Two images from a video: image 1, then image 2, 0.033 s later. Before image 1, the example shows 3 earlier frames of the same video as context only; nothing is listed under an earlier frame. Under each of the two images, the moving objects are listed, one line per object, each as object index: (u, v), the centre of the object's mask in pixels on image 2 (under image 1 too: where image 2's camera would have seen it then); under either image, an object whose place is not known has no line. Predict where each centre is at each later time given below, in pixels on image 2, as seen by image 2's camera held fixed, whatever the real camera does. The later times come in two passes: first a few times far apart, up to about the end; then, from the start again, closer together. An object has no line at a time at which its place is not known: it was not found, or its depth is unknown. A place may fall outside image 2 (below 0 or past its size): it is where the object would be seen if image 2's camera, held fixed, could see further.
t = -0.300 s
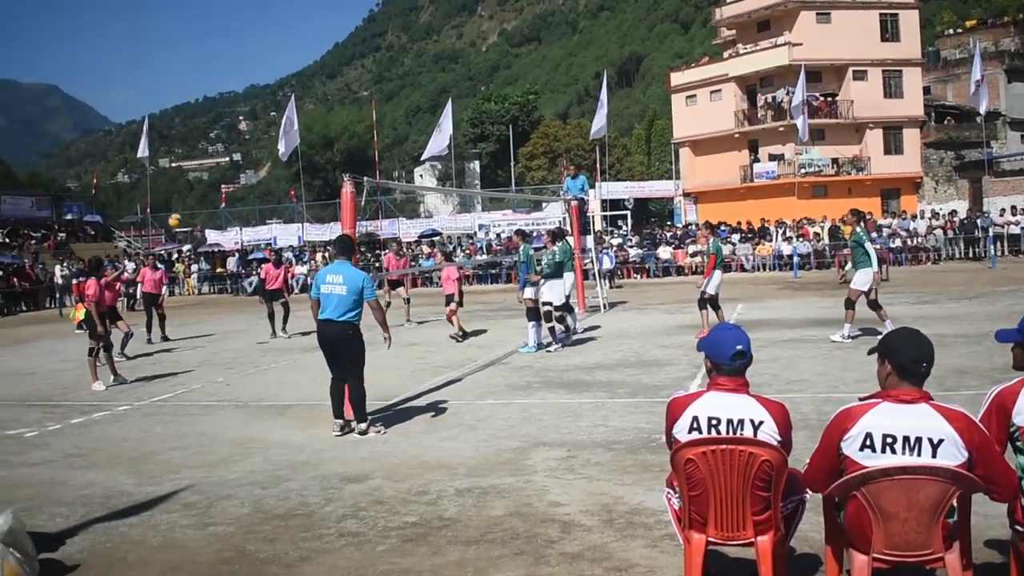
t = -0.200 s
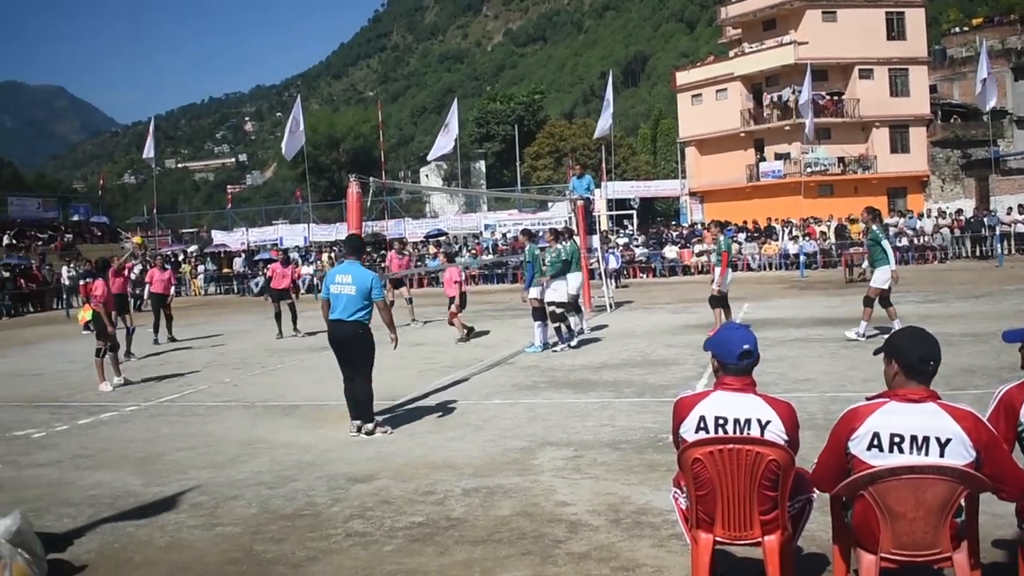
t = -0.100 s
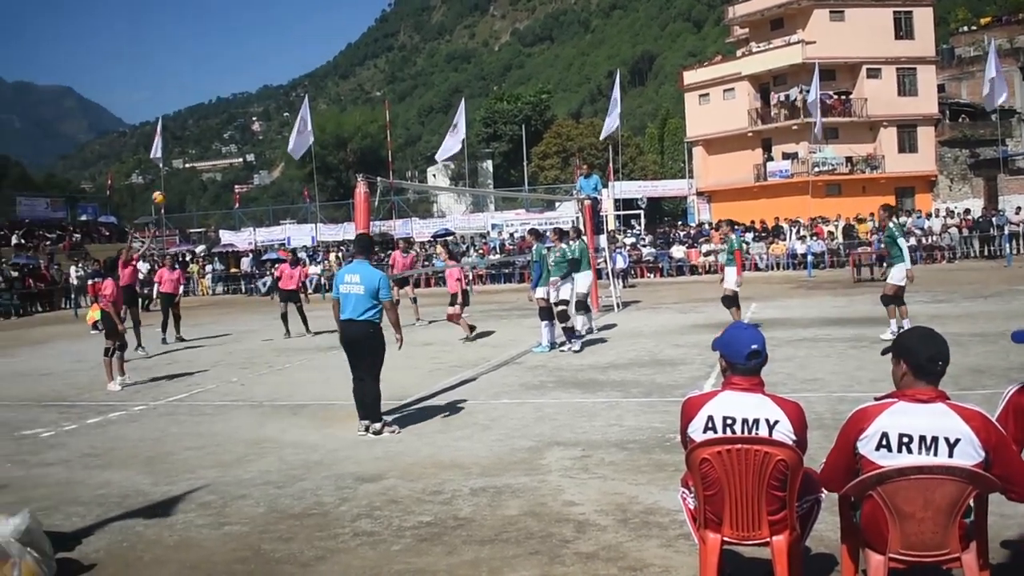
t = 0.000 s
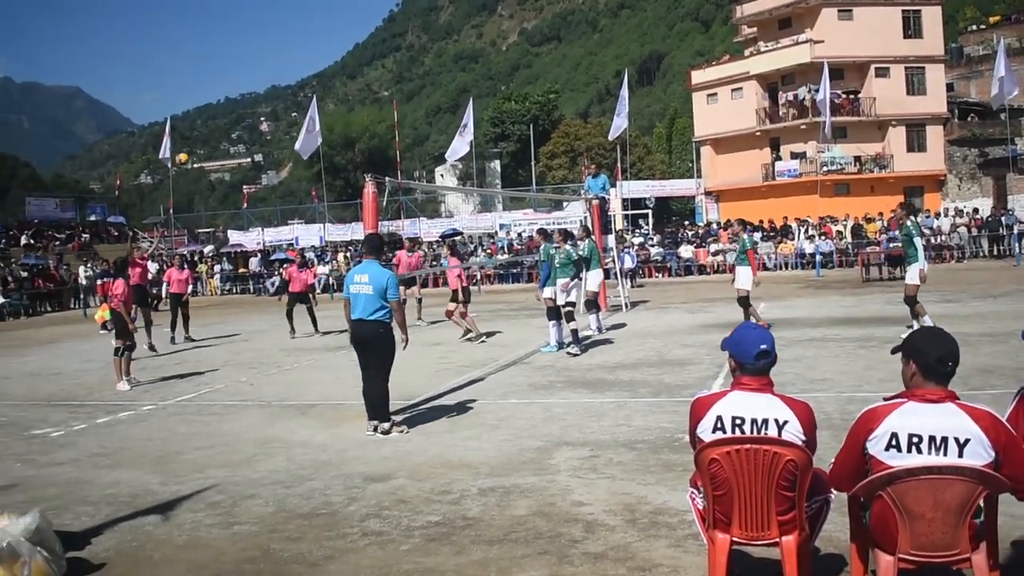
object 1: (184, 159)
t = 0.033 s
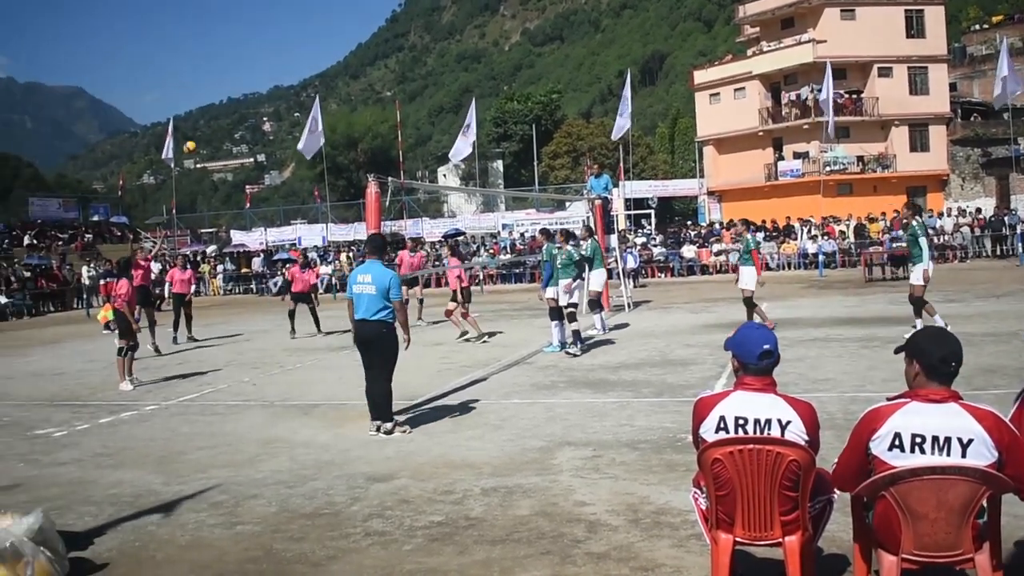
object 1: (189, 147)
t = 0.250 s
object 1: (226, 91)
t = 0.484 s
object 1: (266, 62)
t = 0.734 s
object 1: (310, 69)
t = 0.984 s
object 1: (355, 113)
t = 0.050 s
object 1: (192, 141)
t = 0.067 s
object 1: (195, 136)
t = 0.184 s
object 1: (215, 105)
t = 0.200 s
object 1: (218, 101)
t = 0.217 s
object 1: (221, 98)
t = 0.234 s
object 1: (224, 95)
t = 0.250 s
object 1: (226, 91)
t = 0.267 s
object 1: (229, 88)
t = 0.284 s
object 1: (232, 84)
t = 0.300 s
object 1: (235, 82)
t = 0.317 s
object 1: (238, 79)
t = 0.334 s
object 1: (241, 76)
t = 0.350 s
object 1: (244, 74)
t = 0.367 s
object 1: (247, 71)
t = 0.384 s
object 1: (250, 70)
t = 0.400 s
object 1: (252, 68)
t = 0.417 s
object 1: (255, 66)
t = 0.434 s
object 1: (258, 65)
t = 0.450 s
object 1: (261, 64)
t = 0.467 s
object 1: (264, 63)
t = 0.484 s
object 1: (266, 62)
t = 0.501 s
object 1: (269, 61)
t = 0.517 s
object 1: (272, 61)
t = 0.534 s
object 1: (275, 60)
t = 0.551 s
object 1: (278, 60)
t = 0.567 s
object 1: (281, 60)
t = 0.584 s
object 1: (284, 60)
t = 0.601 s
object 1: (287, 61)
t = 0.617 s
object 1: (290, 61)
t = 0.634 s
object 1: (293, 62)
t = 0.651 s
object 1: (296, 63)
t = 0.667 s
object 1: (299, 64)
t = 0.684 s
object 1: (302, 65)
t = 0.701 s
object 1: (305, 66)
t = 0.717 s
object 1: (307, 68)
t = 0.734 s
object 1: (310, 69)
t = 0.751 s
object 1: (313, 71)
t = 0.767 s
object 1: (316, 73)
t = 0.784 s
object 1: (319, 75)
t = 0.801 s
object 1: (321, 78)
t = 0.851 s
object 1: (331, 85)
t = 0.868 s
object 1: (334, 88)
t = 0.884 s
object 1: (337, 91)
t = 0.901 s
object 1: (340, 95)
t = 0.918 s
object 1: (343, 98)
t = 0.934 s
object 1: (346, 101)
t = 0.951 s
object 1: (349, 105)
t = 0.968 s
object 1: (352, 109)
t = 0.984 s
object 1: (355, 113)
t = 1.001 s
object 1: (360, 117)
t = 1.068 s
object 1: (370, 137)
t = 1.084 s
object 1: (372, 143)
